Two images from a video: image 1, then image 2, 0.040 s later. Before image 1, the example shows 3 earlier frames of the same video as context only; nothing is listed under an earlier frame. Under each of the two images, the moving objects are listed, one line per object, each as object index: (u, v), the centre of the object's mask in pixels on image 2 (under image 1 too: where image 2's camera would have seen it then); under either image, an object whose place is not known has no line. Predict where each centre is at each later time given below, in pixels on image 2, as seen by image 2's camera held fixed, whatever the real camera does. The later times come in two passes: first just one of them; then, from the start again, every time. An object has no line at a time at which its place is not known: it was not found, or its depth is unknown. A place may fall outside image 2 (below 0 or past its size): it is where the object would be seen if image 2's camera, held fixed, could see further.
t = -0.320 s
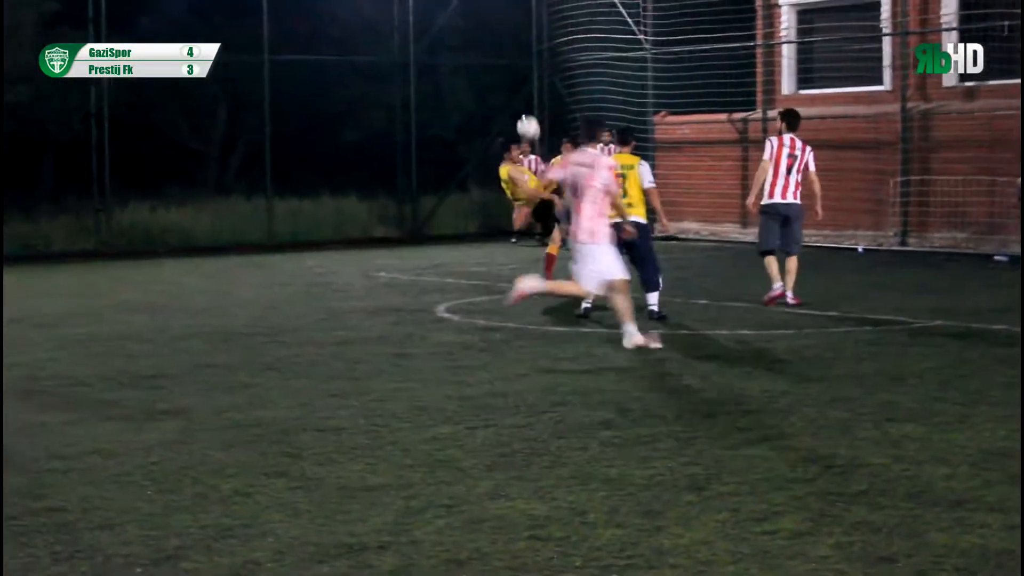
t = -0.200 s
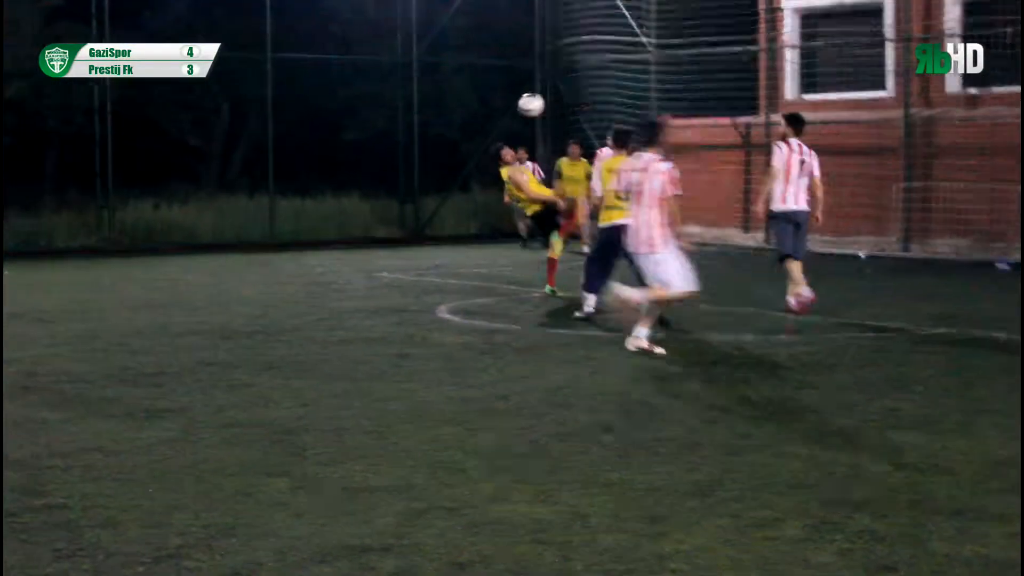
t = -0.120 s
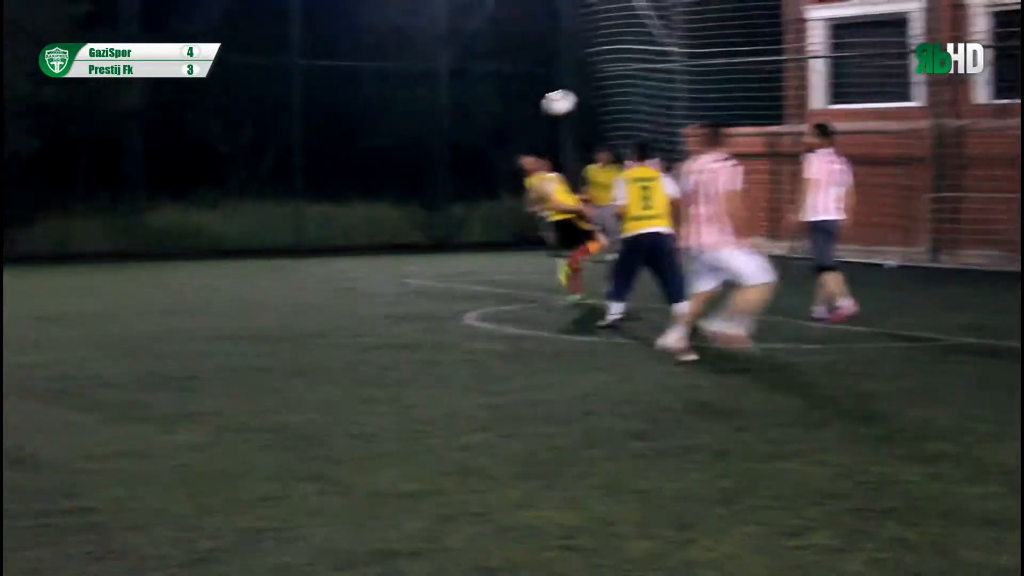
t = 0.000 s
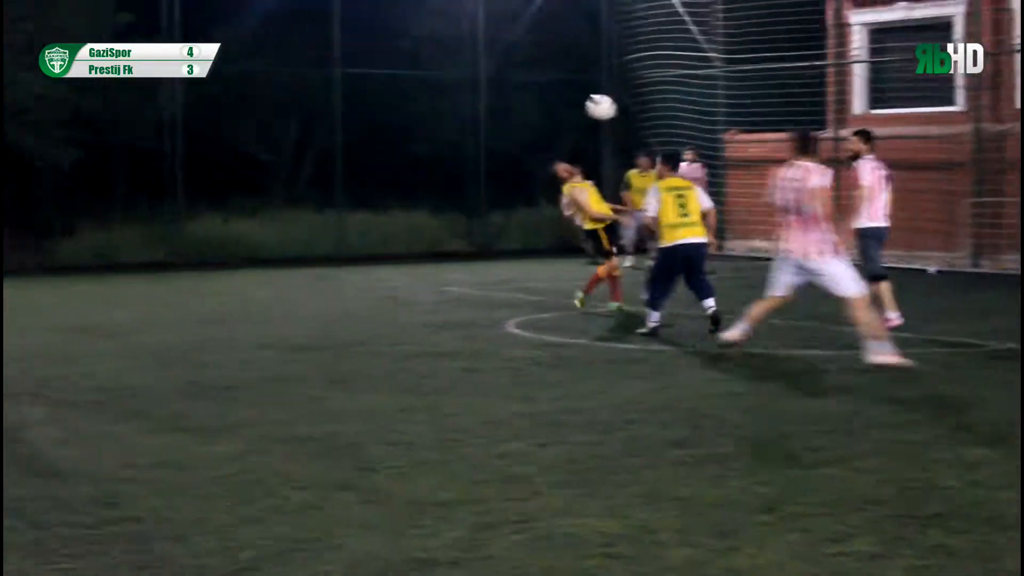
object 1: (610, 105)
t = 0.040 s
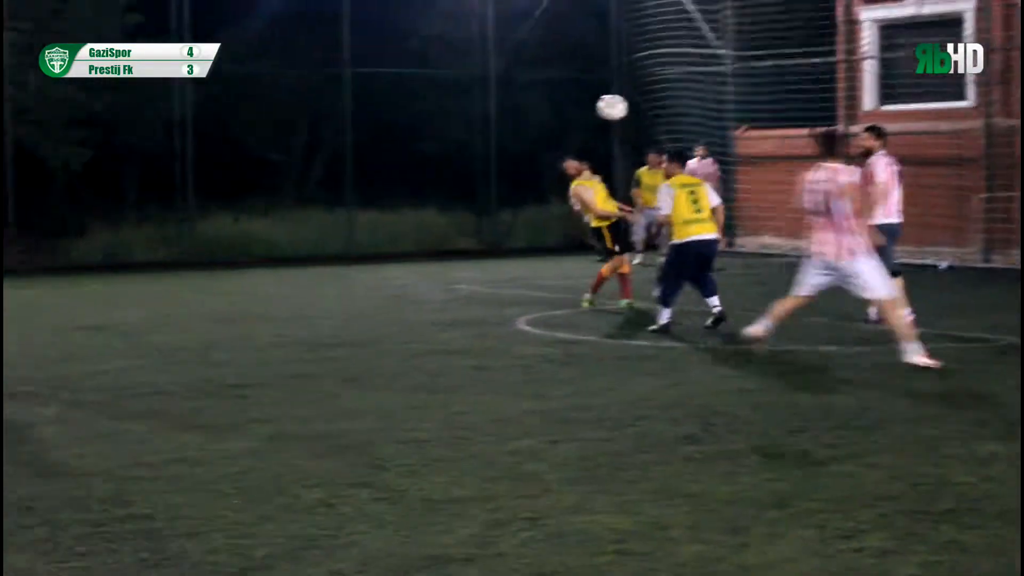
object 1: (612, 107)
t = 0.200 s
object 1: (620, 140)
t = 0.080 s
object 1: (614, 112)
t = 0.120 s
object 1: (615, 119)
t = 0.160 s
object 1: (617, 129)
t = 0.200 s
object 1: (620, 140)
